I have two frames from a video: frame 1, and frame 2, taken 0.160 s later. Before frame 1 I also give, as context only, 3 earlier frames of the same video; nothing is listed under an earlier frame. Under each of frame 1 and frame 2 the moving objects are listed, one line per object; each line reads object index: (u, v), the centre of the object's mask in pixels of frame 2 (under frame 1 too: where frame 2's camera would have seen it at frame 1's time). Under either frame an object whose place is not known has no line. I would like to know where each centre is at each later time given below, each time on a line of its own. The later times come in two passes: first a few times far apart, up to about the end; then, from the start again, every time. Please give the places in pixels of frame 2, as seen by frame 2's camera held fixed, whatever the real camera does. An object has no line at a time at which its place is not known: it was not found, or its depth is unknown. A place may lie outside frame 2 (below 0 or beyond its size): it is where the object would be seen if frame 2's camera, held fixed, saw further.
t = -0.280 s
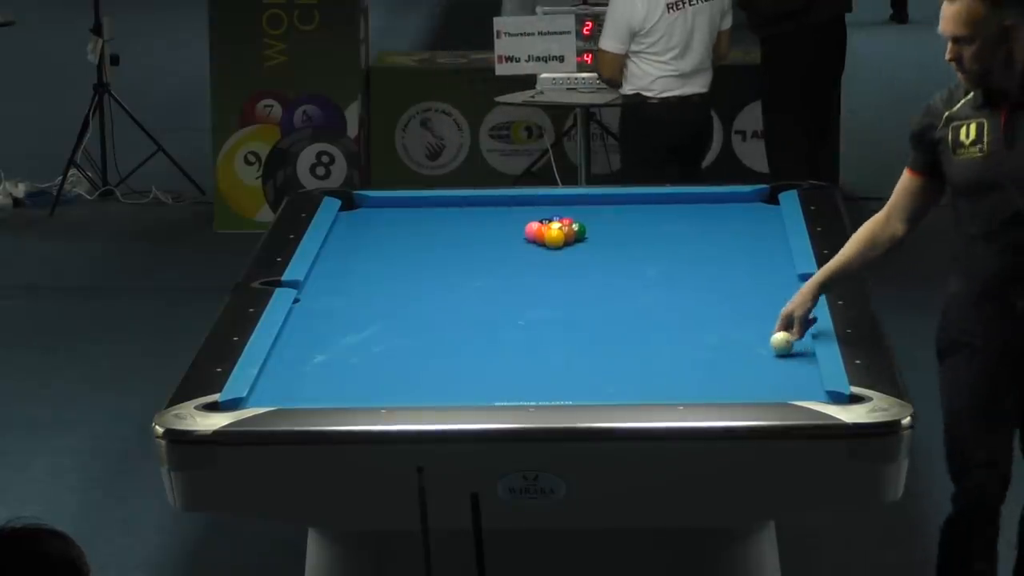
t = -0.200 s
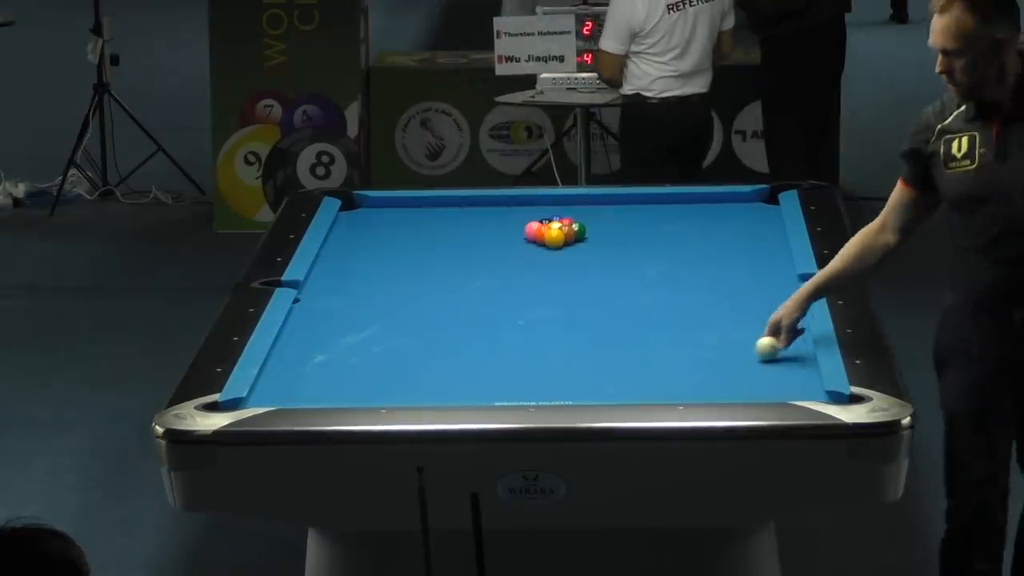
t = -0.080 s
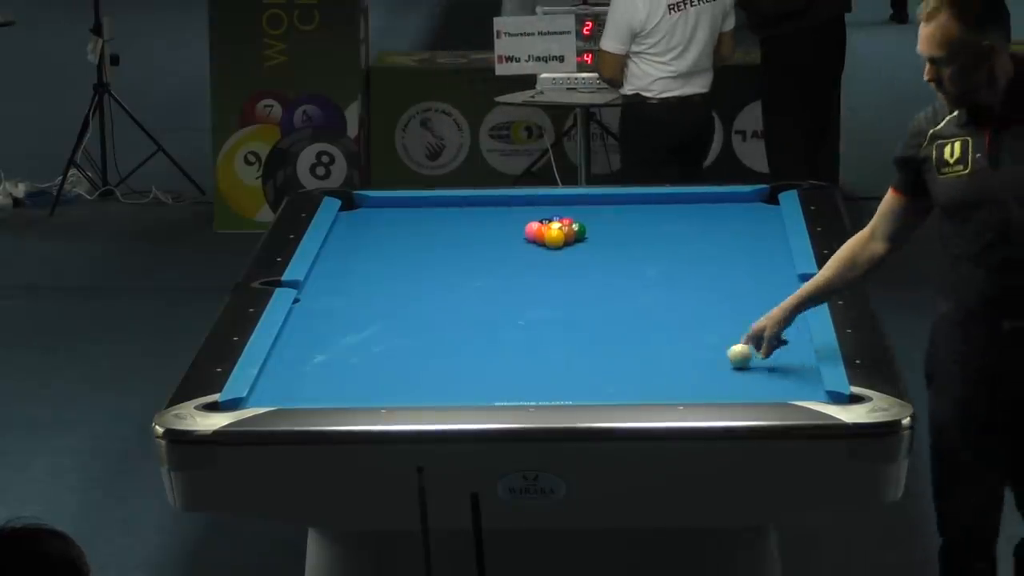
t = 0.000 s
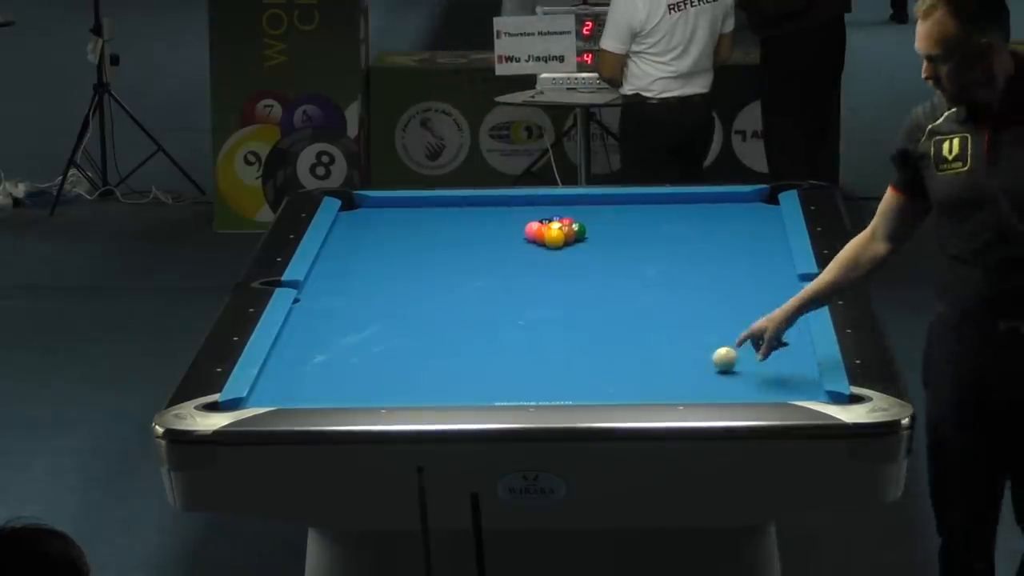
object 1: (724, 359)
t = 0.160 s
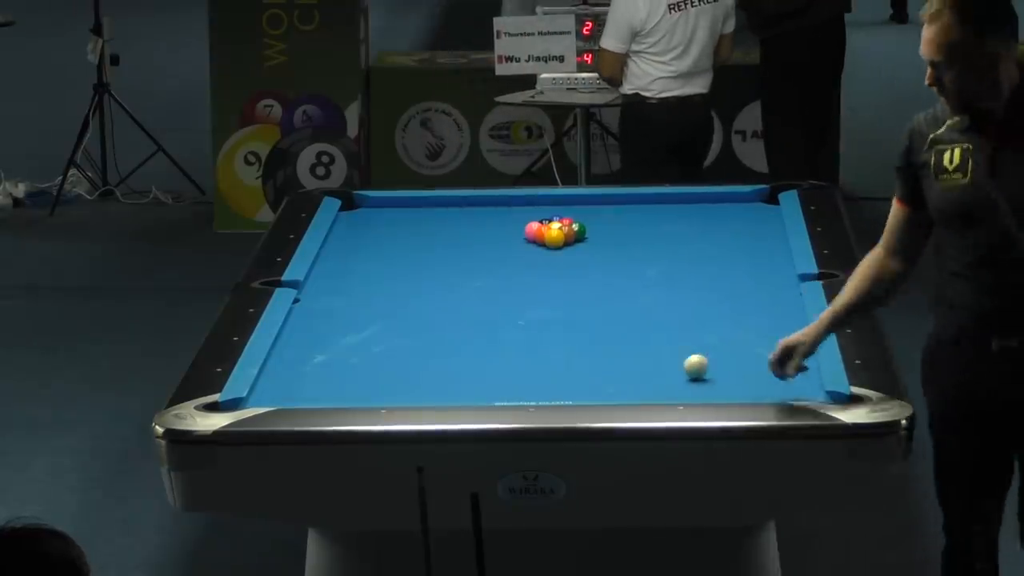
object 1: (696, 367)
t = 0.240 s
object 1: (681, 370)
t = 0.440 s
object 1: (646, 379)
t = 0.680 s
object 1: (603, 389)
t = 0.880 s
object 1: (568, 394)
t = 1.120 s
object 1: (535, 394)
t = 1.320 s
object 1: (512, 393)
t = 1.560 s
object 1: (487, 391)
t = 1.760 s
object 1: (467, 389)
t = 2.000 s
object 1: (444, 387)
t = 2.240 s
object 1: (424, 384)
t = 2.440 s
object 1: (409, 382)
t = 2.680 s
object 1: (391, 380)
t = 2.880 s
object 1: (379, 378)
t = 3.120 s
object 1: (365, 376)
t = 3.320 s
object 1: (354, 374)
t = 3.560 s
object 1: (344, 373)
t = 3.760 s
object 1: (335, 372)
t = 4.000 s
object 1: (327, 371)
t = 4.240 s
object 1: (320, 369)
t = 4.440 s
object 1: (316, 369)
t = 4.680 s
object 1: (312, 369)
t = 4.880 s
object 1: (311, 369)
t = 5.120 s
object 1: (309, 368)
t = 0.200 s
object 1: (689, 369)
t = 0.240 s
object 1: (681, 370)
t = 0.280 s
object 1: (673, 372)
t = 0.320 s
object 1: (667, 374)
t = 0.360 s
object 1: (659, 376)
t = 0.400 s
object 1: (652, 377)
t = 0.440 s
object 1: (646, 379)
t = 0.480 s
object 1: (638, 382)
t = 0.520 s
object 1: (631, 383)
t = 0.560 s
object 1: (625, 385)
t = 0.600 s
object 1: (617, 386)
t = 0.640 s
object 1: (611, 388)
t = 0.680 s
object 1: (603, 389)
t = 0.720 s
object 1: (597, 389)
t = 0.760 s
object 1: (590, 390)
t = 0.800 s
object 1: (583, 392)
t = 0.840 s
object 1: (576, 393)
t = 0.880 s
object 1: (568, 394)
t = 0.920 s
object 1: (562, 395)
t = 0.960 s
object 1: (555, 396)
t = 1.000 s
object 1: (549, 396)
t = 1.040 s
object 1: (544, 396)
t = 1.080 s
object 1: (539, 395)
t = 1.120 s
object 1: (535, 394)
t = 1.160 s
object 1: (530, 394)
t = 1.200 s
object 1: (526, 394)
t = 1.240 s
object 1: (521, 393)
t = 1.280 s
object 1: (517, 393)
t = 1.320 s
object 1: (512, 393)
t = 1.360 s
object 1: (508, 393)
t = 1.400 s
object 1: (504, 392)
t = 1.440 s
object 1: (500, 392)
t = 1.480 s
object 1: (495, 392)
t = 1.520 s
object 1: (491, 392)
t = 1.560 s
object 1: (487, 391)
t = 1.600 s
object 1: (482, 391)
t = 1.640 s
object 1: (479, 390)
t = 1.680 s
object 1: (474, 390)
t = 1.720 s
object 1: (471, 389)
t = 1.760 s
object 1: (467, 389)
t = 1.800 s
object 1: (463, 389)
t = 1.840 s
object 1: (459, 389)
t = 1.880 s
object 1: (456, 388)
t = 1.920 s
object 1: (452, 388)
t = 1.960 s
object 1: (449, 388)
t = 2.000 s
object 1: (444, 387)
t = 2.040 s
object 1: (441, 386)
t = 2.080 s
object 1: (438, 386)
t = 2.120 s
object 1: (434, 386)
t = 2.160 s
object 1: (431, 385)
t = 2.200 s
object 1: (427, 385)
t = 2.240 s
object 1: (424, 384)
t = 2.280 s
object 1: (421, 384)
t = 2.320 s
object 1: (418, 383)
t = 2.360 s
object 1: (415, 383)
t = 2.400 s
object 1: (412, 383)
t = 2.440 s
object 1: (409, 382)
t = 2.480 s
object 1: (405, 383)
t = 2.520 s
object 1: (403, 382)
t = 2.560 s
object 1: (400, 382)
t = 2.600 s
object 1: (397, 381)
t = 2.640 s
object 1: (395, 381)
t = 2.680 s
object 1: (391, 380)
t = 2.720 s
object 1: (389, 380)
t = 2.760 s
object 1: (387, 379)
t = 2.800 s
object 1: (384, 379)
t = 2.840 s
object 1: (382, 378)
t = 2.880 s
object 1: (379, 378)
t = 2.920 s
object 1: (376, 378)
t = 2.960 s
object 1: (374, 377)
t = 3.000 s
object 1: (371, 377)
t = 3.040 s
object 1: (370, 377)
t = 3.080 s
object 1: (367, 376)
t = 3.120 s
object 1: (365, 376)
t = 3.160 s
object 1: (362, 376)
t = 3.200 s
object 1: (361, 376)
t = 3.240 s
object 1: (359, 375)
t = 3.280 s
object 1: (356, 375)
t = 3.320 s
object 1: (354, 374)
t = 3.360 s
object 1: (353, 374)
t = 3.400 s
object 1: (351, 374)
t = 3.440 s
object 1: (349, 374)
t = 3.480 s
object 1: (347, 373)
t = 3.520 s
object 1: (345, 373)
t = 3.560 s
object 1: (344, 373)
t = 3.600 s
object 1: (342, 373)
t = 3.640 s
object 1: (340, 372)
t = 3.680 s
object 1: (339, 372)
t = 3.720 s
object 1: (337, 372)
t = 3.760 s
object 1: (335, 372)
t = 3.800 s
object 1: (334, 372)
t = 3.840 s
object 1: (332, 372)
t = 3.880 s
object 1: (331, 371)
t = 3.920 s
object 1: (329, 371)
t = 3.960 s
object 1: (328, 371)
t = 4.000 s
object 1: (327, 371)
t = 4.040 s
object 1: (326, 371)
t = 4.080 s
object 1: (324, 370)
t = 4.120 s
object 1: (323, 370)
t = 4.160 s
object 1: (322, 370)
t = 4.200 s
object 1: (321, 369)
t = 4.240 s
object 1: (320, 369)
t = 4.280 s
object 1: (319, 369)
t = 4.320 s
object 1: (318, 369)
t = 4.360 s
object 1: (317, 369)
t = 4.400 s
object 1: (316, 369)
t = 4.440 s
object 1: (316, 369)
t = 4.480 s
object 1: (315, 369)
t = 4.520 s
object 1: (314, 369)
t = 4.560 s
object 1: (314, 369)
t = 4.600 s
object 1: (313, 369)
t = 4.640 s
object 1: (313, 369)
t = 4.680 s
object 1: (312, 369)
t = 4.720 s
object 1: (312, 369)
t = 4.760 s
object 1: (311, 369)
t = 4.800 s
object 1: (311, 369)
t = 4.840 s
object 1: (311, 369)
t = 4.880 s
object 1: (311, 369)
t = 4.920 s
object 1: (310, 369)
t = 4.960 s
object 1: (310, 369)
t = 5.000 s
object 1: (310, 369)
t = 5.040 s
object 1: (310, 369)
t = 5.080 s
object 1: (310, 369)
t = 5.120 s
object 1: (309, 368)
